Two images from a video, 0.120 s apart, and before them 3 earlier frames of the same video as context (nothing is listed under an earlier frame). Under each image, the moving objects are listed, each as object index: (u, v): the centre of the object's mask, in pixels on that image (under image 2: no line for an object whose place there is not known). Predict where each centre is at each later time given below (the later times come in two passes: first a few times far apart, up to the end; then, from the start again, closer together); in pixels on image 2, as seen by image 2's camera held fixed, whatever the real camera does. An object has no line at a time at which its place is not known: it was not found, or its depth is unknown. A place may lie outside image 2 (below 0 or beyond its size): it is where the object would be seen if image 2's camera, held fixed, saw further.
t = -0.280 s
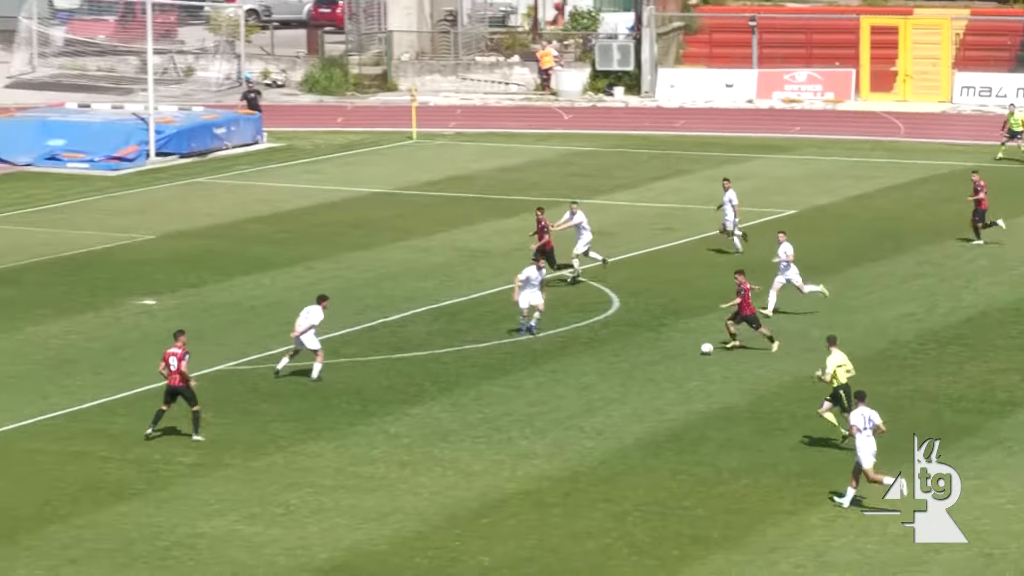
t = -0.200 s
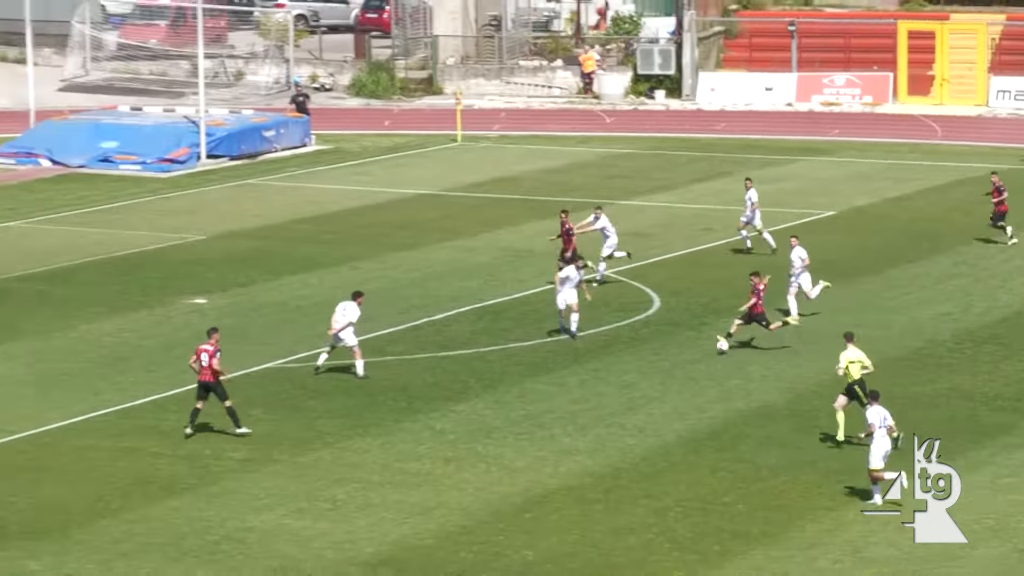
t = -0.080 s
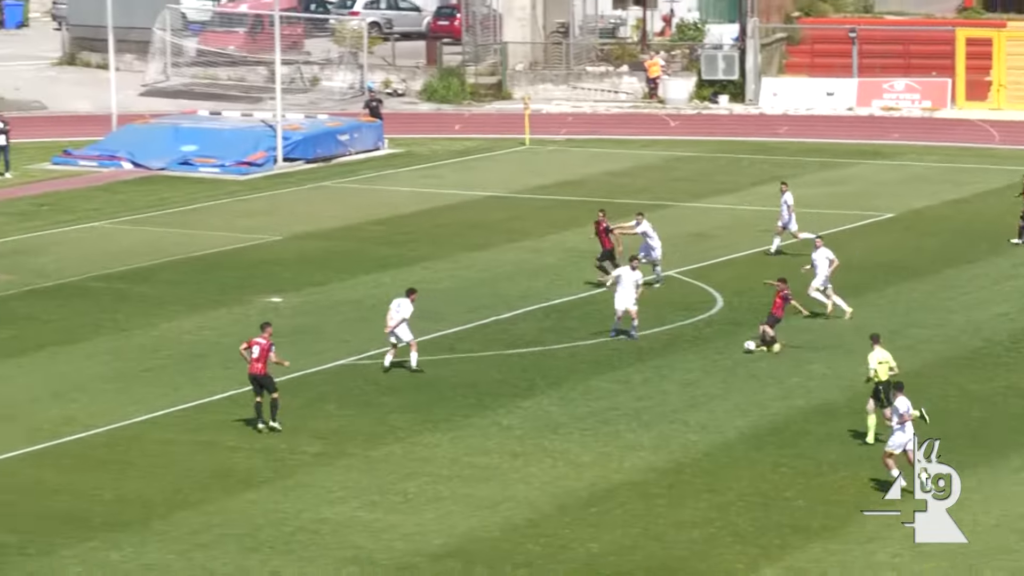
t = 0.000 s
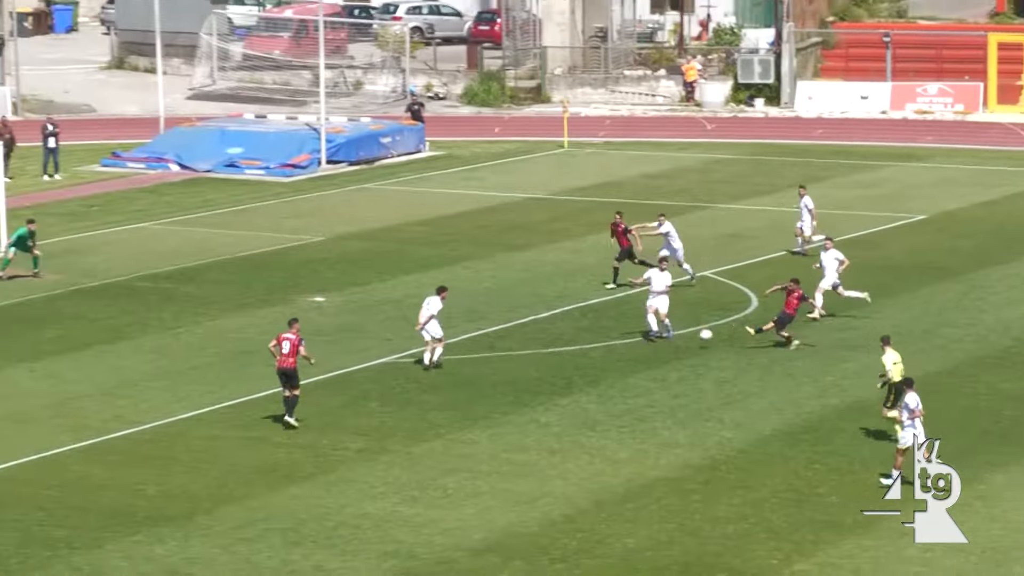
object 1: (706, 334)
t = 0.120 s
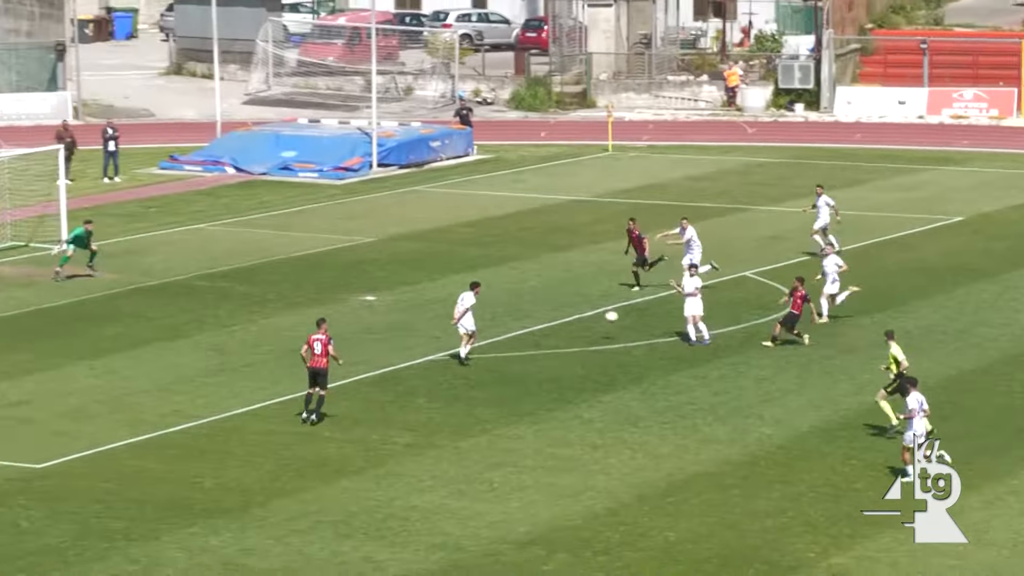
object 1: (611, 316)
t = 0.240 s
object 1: (487, 309)
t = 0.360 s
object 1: (376, 309)
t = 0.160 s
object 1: (569, 312)
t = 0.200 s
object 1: (528, 309)
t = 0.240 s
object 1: (487, 309)
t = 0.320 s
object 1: (412, 308)
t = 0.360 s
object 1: (376, 309)
